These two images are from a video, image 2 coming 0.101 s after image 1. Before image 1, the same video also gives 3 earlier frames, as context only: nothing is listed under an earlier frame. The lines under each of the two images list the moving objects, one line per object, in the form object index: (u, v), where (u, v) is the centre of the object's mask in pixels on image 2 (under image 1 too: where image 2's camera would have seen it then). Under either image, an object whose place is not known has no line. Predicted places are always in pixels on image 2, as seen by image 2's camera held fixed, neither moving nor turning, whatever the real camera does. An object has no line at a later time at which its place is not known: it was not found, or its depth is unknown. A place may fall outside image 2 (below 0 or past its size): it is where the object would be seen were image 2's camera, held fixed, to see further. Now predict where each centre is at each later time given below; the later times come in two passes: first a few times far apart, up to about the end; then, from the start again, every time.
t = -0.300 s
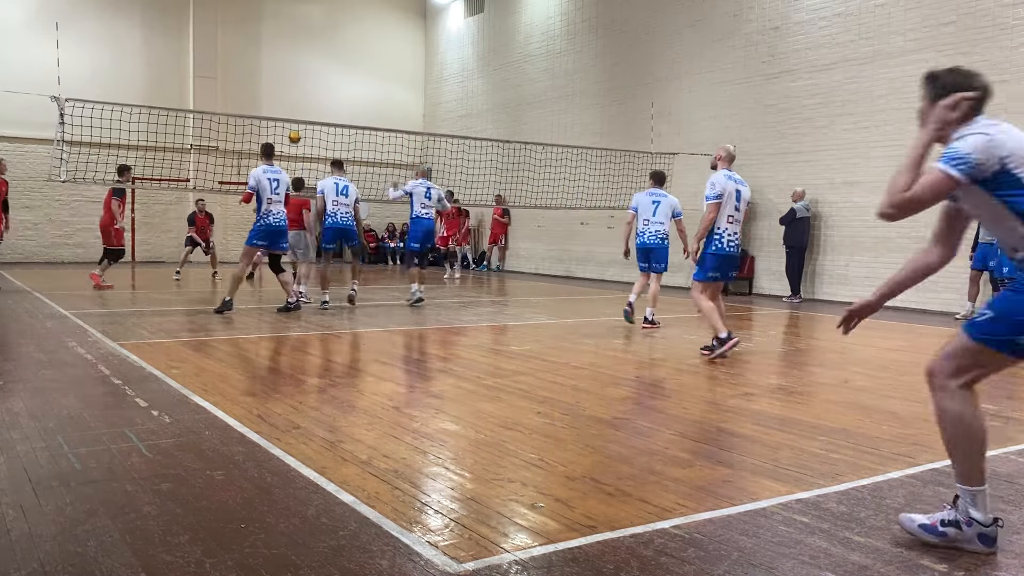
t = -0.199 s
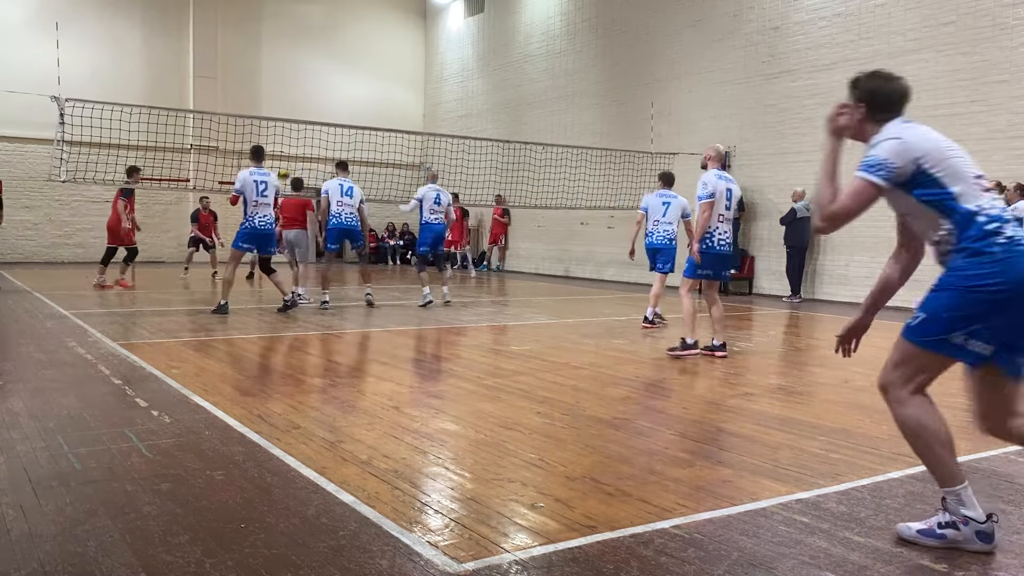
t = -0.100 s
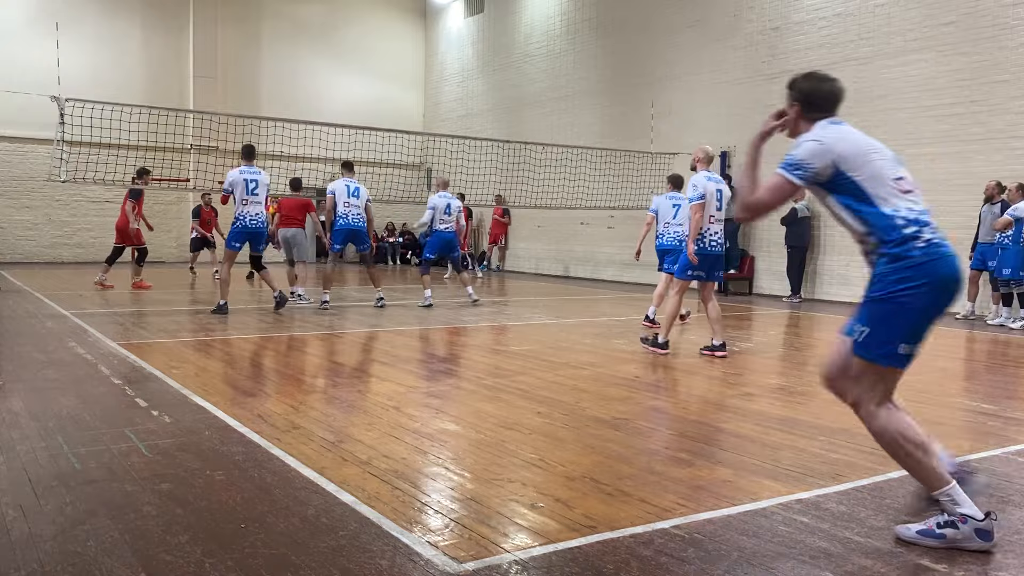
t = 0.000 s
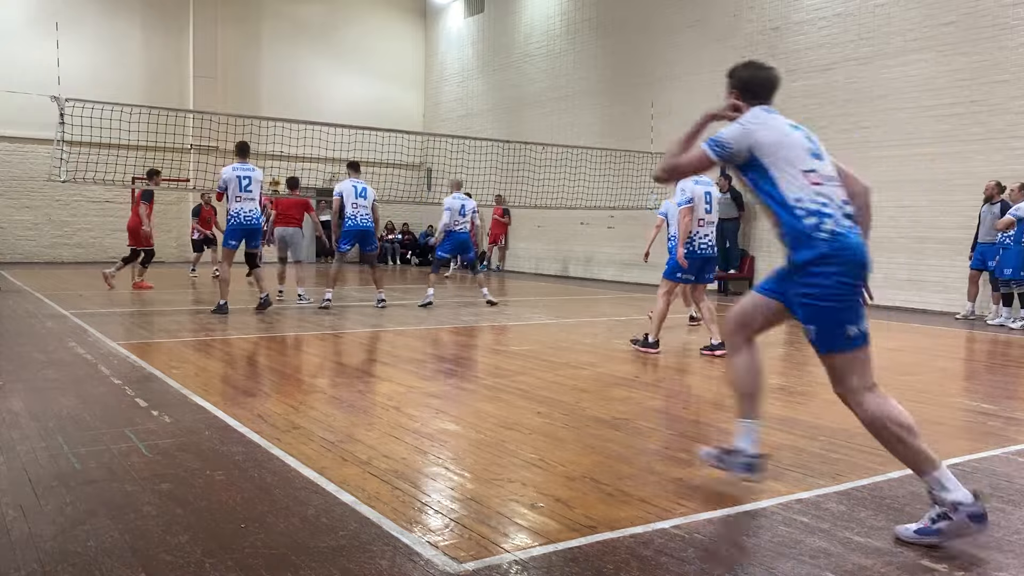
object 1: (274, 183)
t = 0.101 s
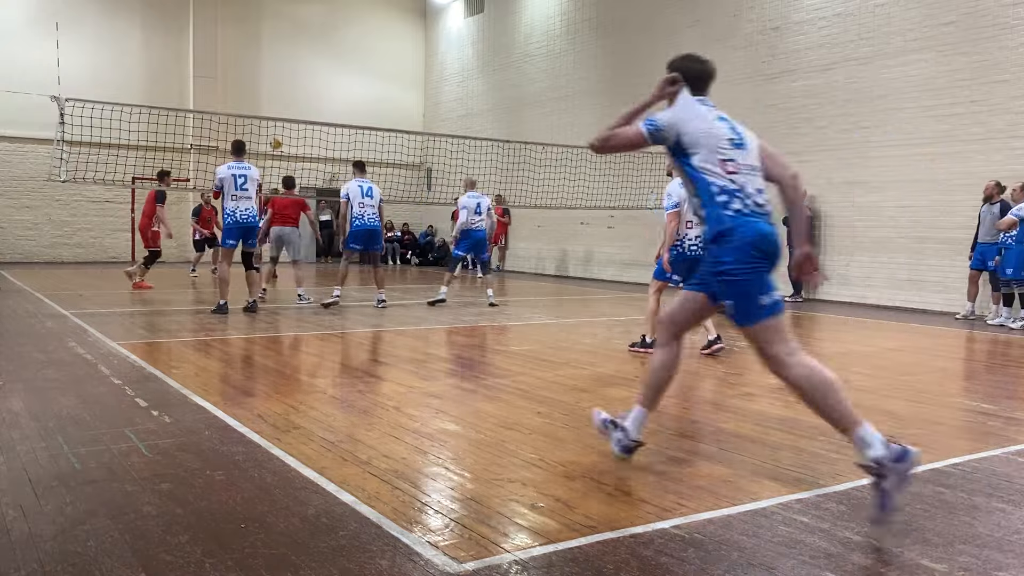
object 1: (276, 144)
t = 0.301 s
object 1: (278, 81)
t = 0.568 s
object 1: (283, 28)
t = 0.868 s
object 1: (290, 18)
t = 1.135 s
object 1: (296, 58)
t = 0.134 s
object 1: (275, 131)
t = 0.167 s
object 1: (276, 120)
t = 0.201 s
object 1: (276, 110)
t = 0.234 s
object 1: (277, 99)
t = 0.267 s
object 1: (278, 90)
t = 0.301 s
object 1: (278, 81)
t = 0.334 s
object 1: (279, 72)
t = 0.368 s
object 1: (279, 65)
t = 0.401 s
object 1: (280, 57)
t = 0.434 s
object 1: (280, 50)
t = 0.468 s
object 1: (281, 44)
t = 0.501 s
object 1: (281, 38)
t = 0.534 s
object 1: (282, 33)
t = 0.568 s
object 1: (283, 28)
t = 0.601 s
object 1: (284, 24)
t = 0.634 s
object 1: (285, 22)
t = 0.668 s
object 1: (285, 19)
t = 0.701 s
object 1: (286, 18)
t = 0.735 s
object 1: (287, 16)
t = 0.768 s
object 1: (288, 16)
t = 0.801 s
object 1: (289, 16)
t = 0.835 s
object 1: (289, 17)
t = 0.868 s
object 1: (290, 18)
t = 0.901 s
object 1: (291, 21)
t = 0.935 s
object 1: (292, 24)
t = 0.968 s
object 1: (293, 28)
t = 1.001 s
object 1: (293, 32)
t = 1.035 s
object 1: (294, 38)
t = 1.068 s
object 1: (295, 44)
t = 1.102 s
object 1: (296, 50)
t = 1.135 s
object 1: (296, 58)
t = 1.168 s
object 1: (297, 66)
